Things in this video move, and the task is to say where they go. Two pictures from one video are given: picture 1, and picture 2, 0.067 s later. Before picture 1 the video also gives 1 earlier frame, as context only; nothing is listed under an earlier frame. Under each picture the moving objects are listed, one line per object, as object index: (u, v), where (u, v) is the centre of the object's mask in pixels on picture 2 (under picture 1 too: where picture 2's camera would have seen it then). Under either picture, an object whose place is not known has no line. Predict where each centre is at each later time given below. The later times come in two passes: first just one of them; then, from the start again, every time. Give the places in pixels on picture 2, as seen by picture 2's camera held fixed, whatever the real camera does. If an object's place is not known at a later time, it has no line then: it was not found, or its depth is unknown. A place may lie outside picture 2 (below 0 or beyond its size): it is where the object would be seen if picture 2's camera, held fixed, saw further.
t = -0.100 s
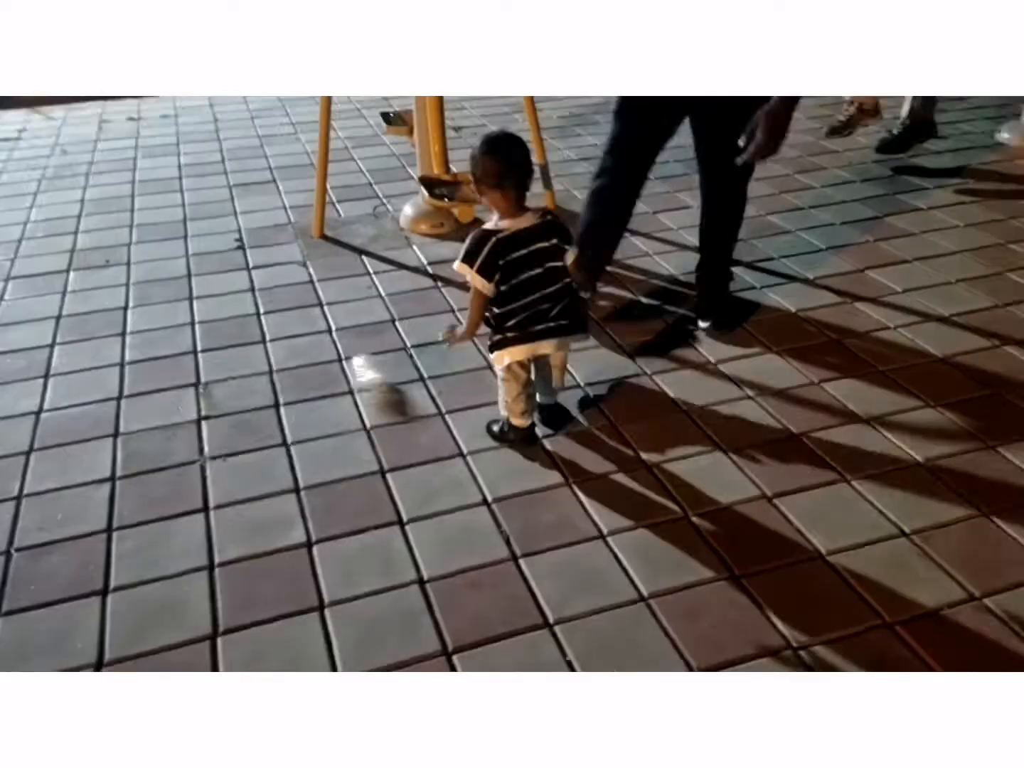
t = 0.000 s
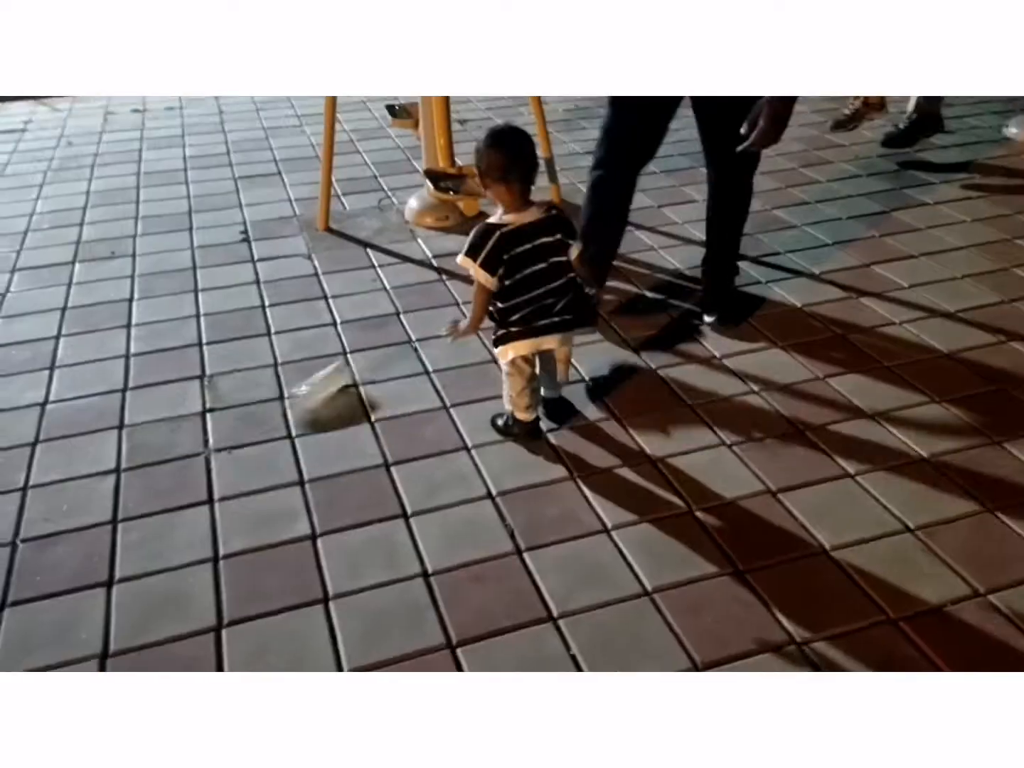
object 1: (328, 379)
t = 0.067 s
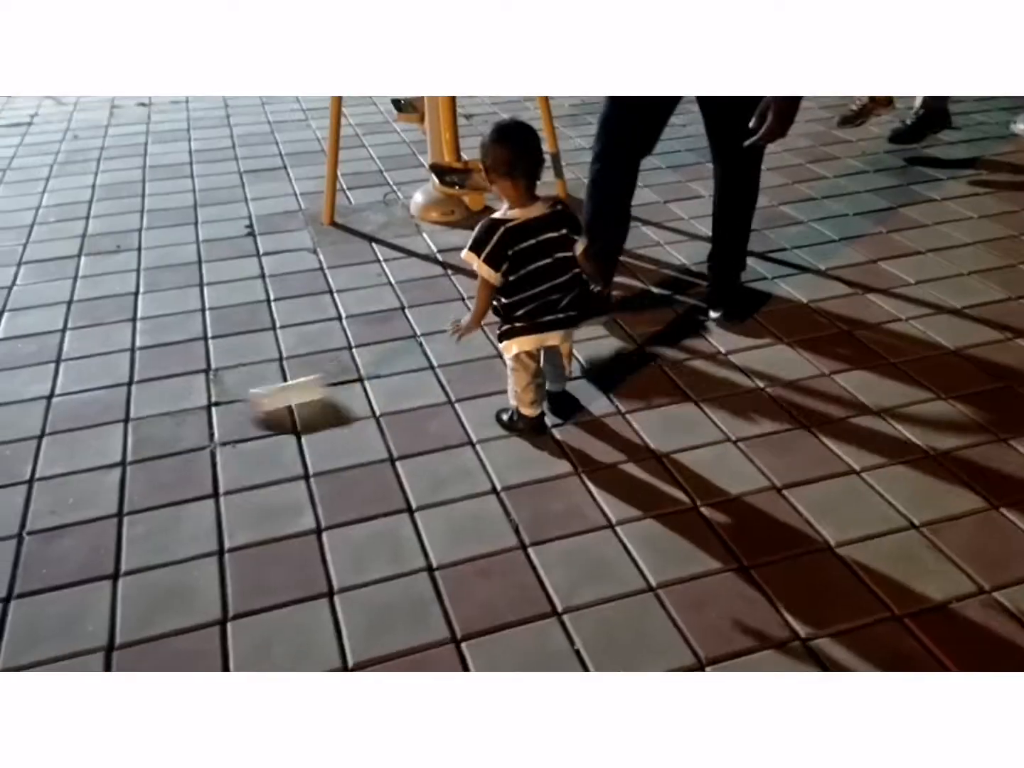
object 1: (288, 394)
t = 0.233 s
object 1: (197, 426)
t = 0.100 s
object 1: (272, 399)
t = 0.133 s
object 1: (254, 414)
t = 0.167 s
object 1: (235, 416)
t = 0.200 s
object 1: (214, 420)
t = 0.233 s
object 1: (197, 426)
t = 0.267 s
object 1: (187, 440)
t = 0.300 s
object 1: (169, 442)
